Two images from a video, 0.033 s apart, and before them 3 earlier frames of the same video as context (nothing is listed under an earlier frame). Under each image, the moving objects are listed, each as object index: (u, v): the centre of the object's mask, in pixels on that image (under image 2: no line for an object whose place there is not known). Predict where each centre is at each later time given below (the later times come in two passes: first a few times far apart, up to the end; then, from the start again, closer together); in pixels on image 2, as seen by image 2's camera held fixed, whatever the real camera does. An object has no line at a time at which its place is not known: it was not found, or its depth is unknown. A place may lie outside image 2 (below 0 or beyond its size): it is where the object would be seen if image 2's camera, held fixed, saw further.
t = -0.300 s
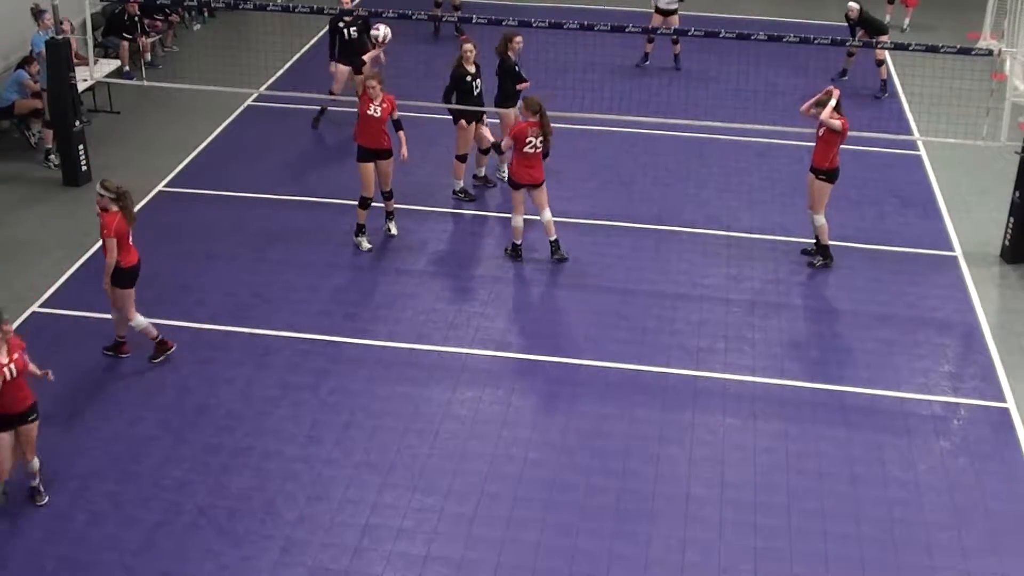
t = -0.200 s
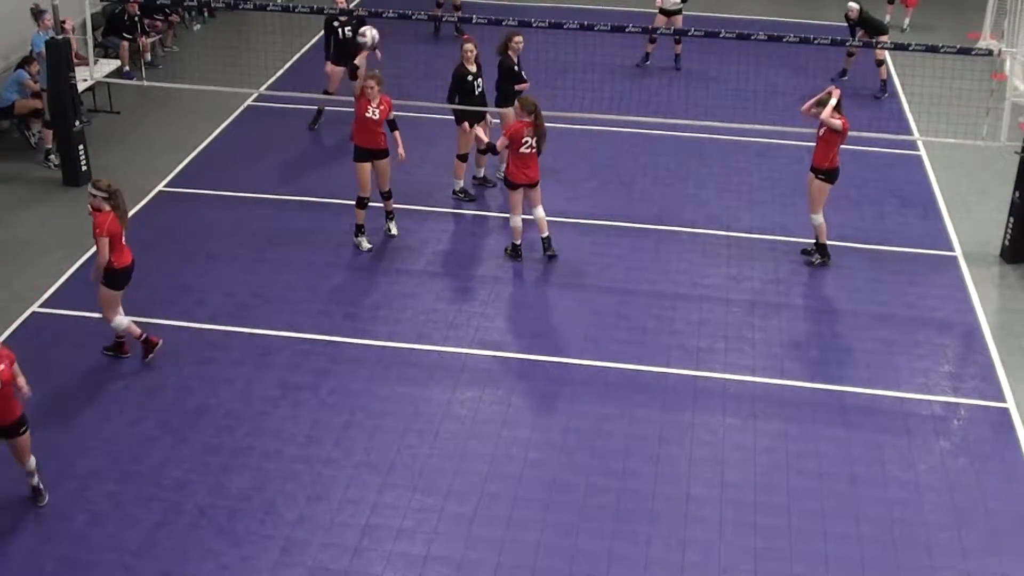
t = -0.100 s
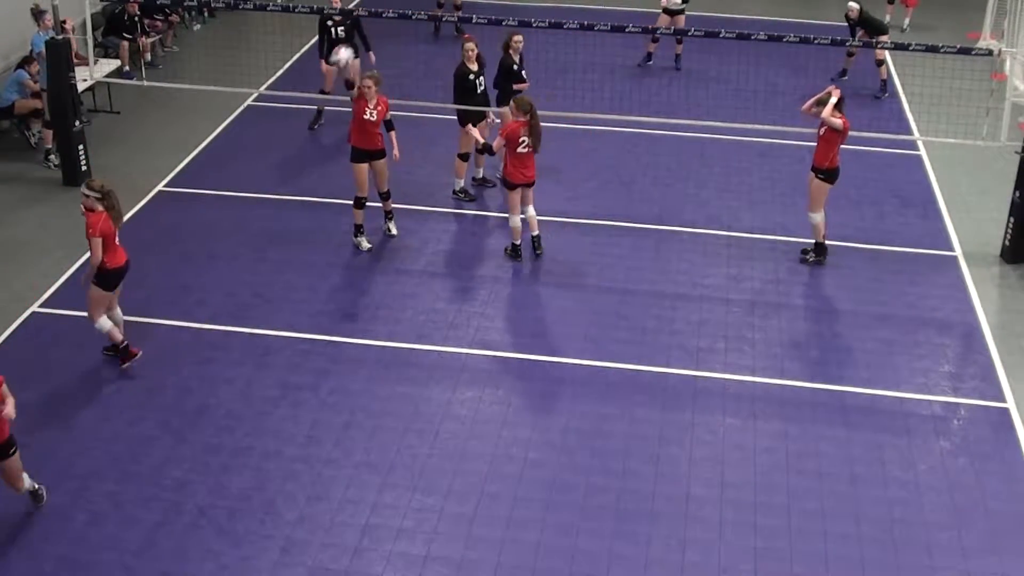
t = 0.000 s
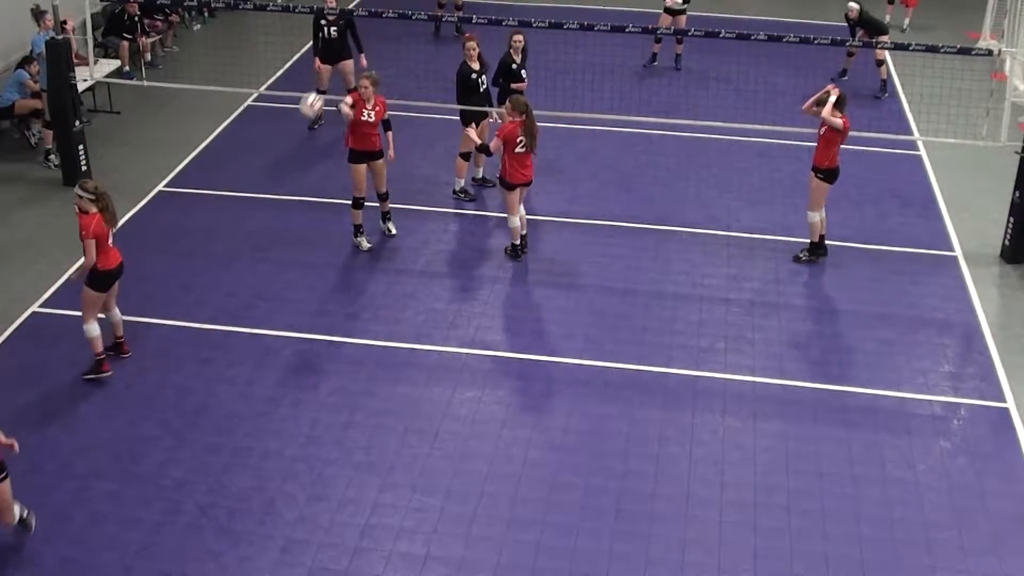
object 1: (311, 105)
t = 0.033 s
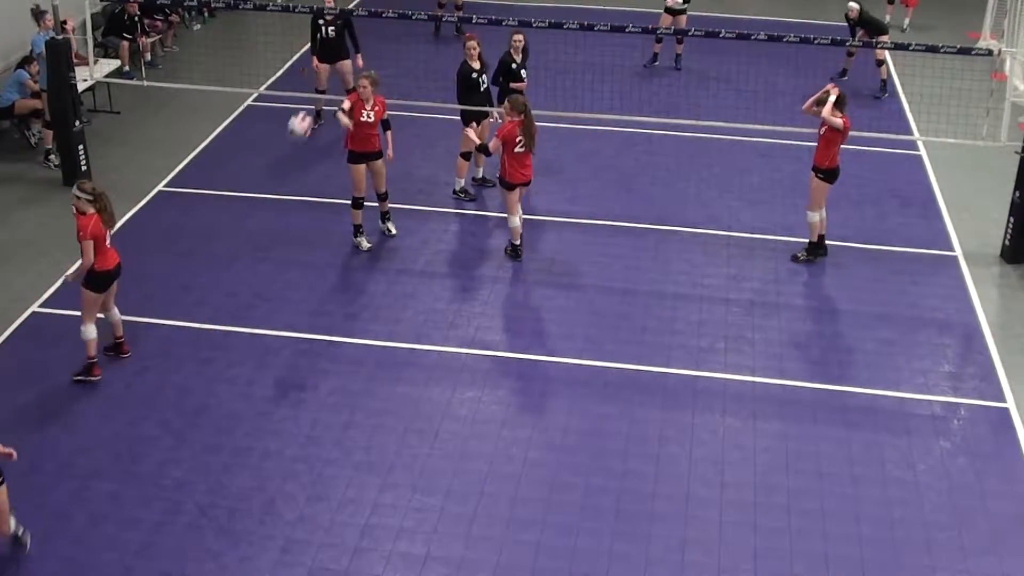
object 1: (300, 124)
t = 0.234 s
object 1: (229, 278)
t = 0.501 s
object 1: (125, 515)
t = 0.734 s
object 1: (30, 509)
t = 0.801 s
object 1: (9, 520)
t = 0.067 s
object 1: (288, 146)
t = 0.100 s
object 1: (277, 169)
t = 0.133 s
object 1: (266, 191)
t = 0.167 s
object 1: (254, 219)
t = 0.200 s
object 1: (242, 248)
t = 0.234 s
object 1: (229, 278)
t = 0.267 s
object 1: (217, 310)
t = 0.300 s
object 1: (203, 345)
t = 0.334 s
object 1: (191, 383)
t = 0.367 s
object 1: (177, 421)
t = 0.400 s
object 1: (164, 462)
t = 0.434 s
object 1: (152, 505)
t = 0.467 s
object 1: (140, 520)
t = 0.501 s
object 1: (125, 515)
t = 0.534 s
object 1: (113, 511)
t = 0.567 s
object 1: (100, 507)
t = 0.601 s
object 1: (86, 504)
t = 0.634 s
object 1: (72, 503)
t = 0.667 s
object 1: (59, 502)
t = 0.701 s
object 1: (44, 506)
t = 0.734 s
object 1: (30, 509)
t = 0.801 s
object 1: (9, 520)
